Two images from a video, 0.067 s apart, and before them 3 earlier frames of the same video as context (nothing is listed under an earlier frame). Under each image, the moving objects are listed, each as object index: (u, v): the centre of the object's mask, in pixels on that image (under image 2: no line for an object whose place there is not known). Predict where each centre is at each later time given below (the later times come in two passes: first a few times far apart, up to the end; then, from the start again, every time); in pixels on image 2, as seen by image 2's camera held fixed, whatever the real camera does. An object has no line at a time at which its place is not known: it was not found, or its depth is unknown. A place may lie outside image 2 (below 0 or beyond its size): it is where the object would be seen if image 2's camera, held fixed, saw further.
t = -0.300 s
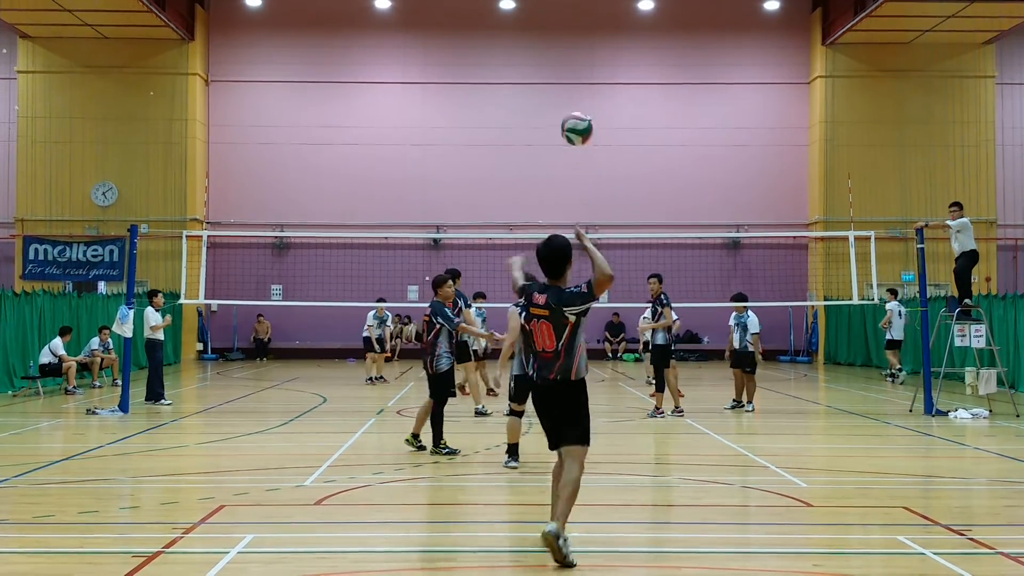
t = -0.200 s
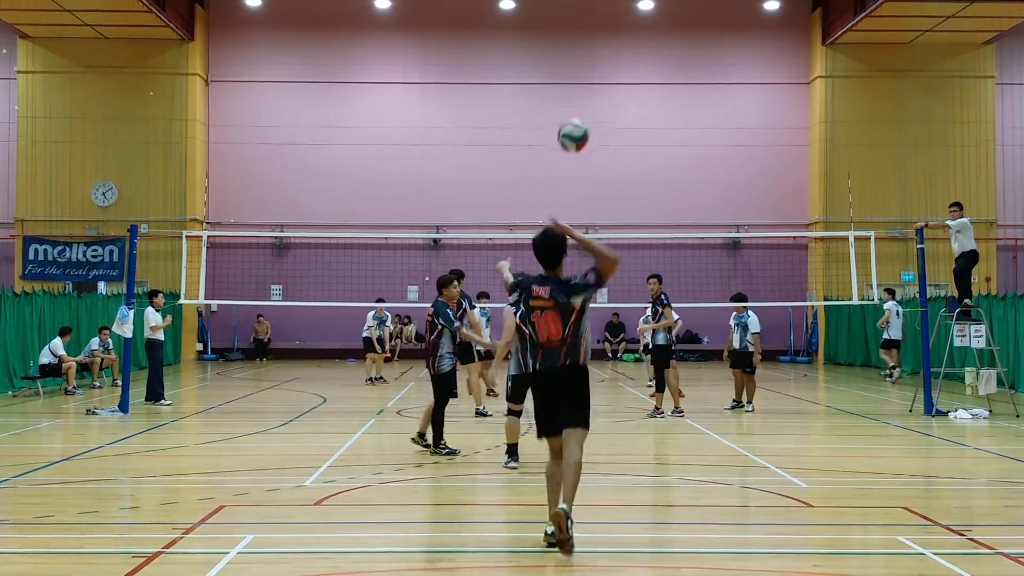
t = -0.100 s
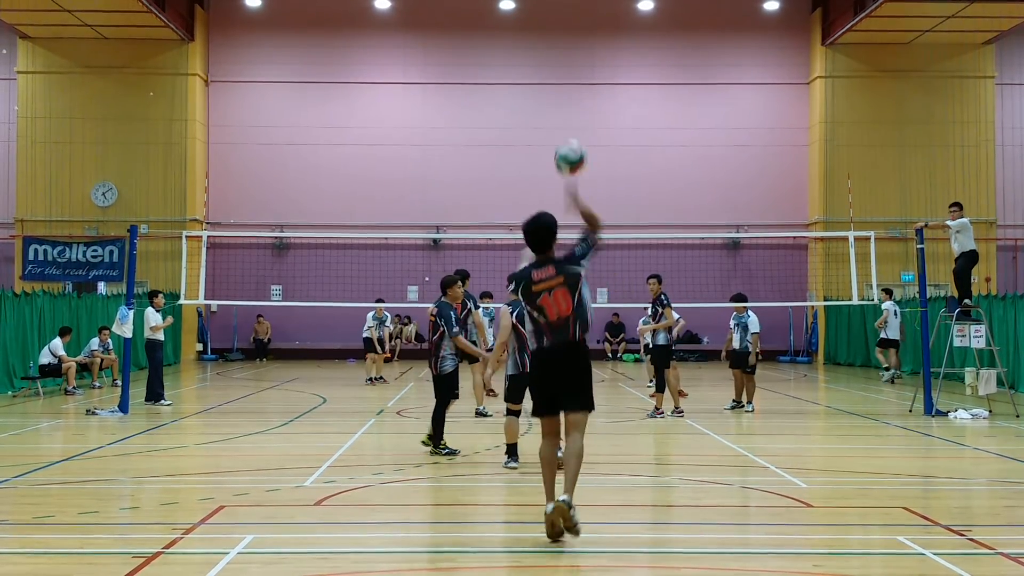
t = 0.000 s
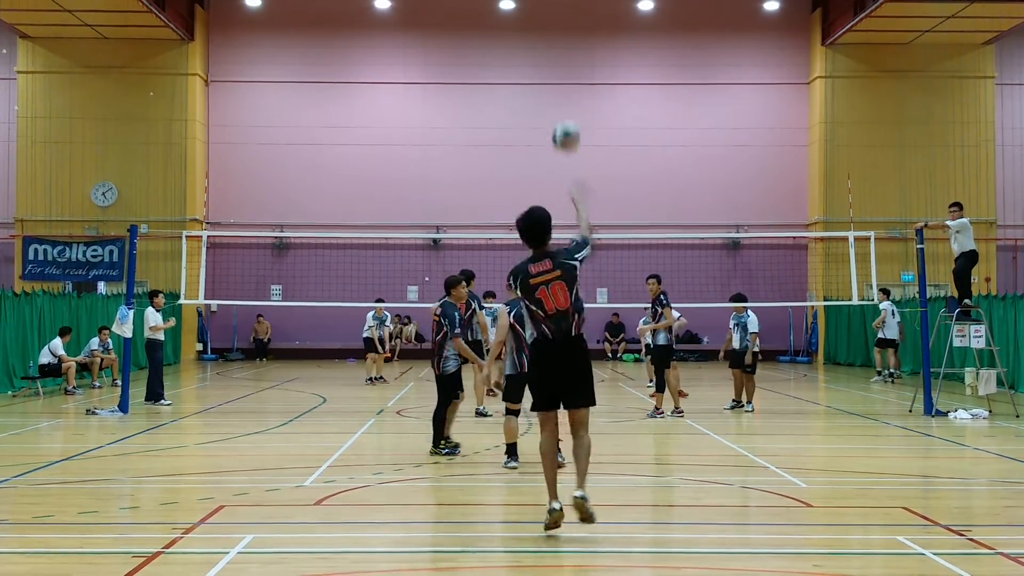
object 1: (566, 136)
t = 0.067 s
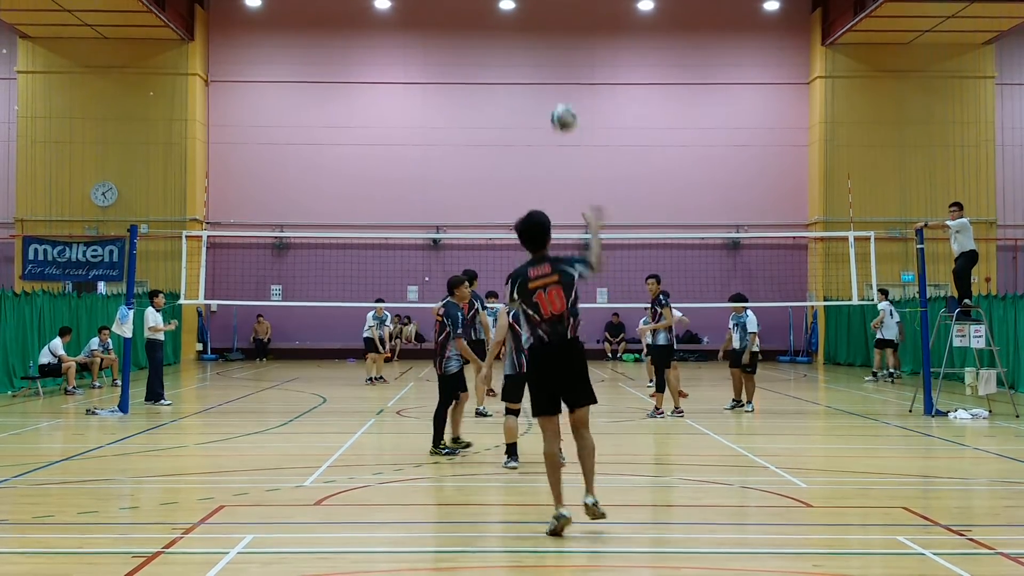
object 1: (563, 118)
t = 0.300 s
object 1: (561, 107)
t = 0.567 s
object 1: (562, 144)
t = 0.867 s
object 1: (563, 216)
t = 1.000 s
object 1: (564, 254)
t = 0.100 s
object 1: (563, 112)
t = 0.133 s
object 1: (562, 108)
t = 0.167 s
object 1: (562, 105)
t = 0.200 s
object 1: (561, 104)
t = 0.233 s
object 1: (561, 104)
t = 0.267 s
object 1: (561, 105)
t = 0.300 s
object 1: (561, 107)
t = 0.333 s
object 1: (561, 109)
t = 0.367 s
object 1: (560, 113)
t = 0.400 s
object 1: (559, 117)
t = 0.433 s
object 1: (560, 121)
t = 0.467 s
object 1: (560, 127)
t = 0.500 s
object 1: (560, 131)
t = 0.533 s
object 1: (561, 138)
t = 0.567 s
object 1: (562, 144)
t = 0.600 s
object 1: (562, 151)
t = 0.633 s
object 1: (563, 159)
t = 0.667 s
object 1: (563, 165)
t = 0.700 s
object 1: (563, 174)
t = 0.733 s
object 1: (563, 182)
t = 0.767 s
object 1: (563, 190)
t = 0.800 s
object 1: (563, 199)
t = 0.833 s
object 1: (563, 208)
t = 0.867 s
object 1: (563, 216)
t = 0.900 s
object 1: (563, 225)
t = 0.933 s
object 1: (563, 230)
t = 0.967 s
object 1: (564, 244)
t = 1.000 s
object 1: (564, 254)
